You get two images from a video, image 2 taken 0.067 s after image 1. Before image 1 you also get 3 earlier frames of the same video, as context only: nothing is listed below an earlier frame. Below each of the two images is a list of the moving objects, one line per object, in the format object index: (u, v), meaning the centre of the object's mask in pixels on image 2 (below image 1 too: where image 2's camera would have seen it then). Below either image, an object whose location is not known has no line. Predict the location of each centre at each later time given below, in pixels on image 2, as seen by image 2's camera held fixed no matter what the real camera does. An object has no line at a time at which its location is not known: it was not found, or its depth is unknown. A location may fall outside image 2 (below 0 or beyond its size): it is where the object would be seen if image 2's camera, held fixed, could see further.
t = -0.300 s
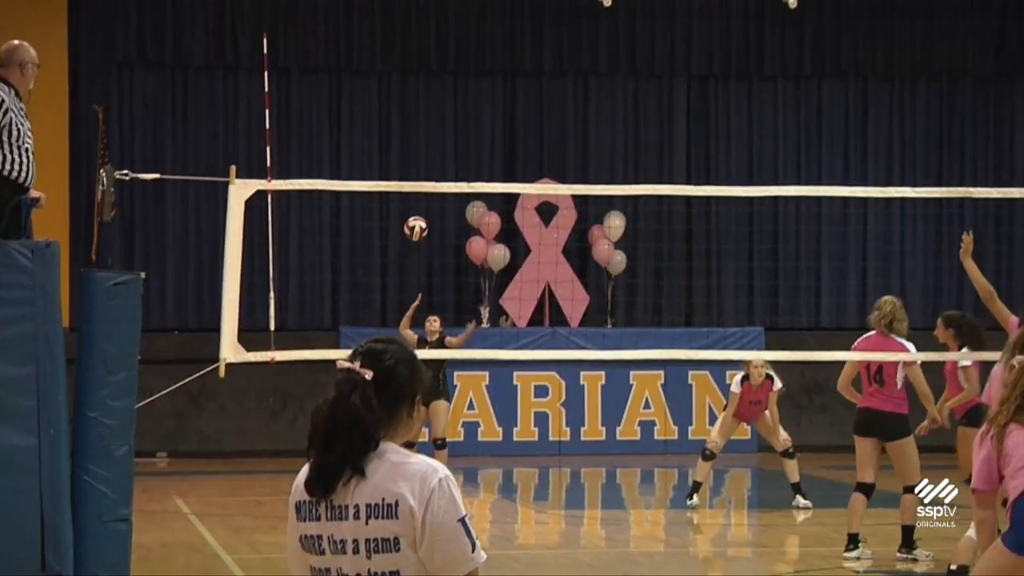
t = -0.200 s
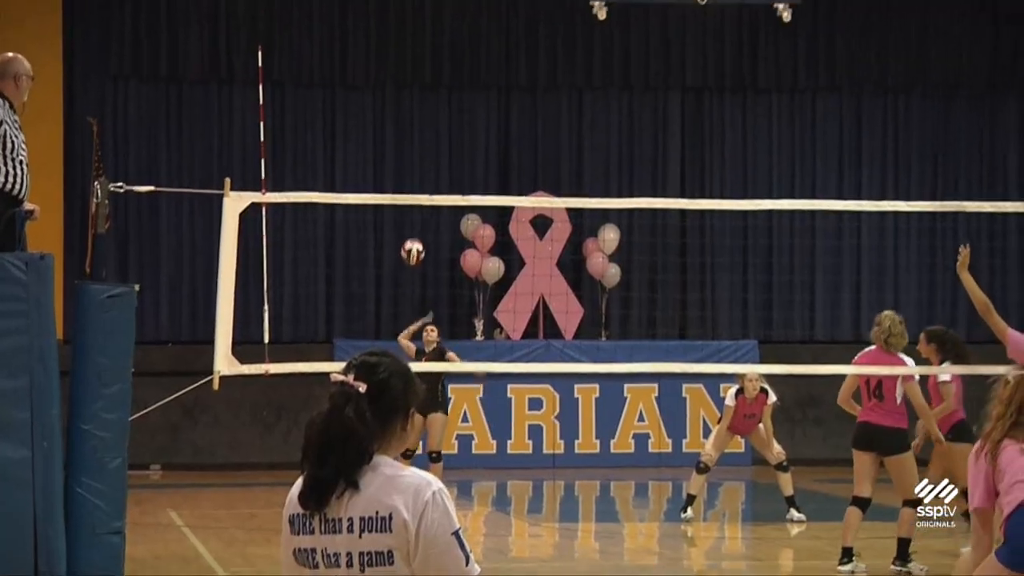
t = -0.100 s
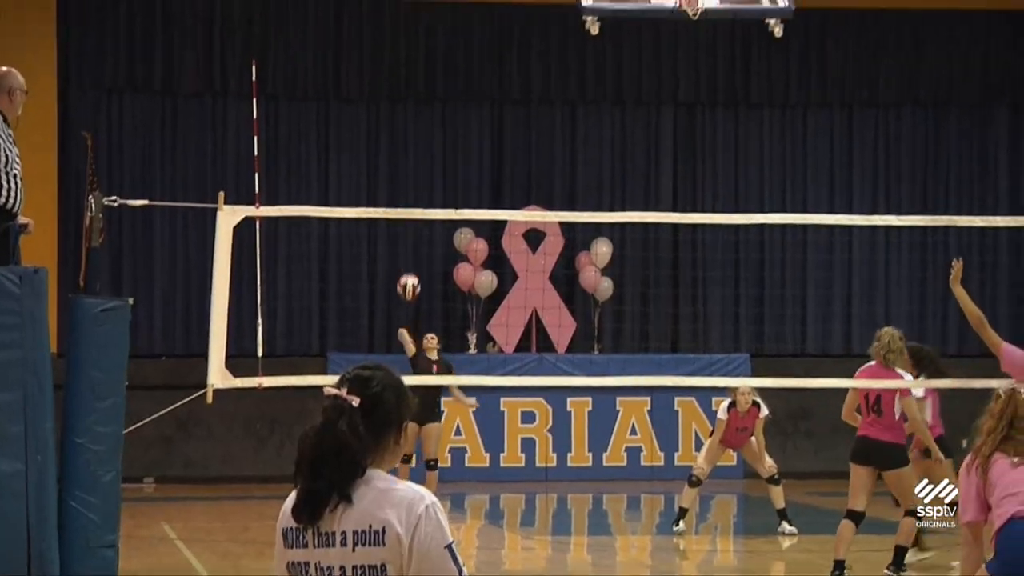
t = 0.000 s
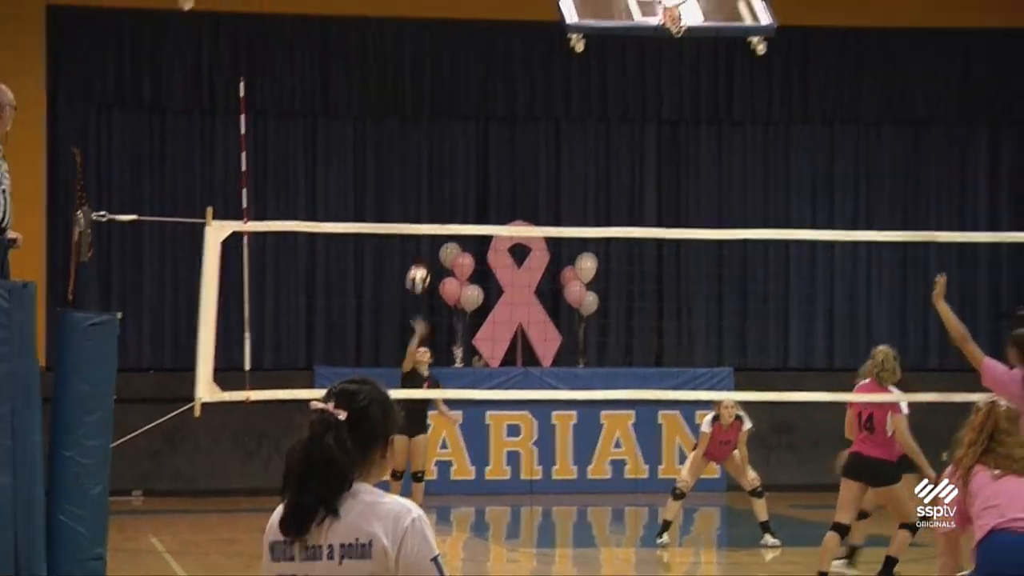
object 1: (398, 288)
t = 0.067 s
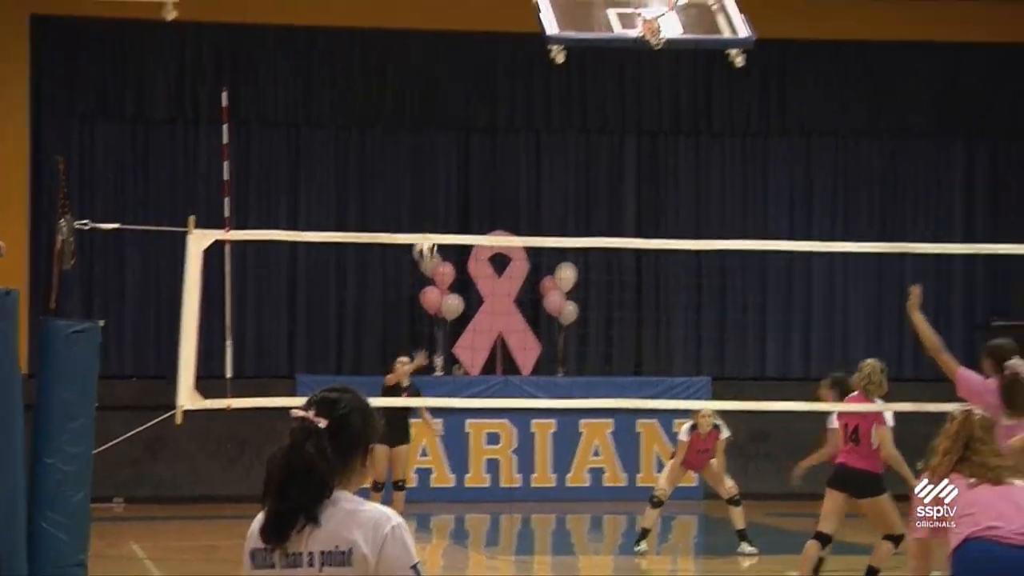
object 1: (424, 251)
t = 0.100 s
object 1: (438, 224)
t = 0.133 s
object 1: (452, 209)
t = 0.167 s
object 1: (465, 191)
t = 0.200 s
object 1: (480, 173)
